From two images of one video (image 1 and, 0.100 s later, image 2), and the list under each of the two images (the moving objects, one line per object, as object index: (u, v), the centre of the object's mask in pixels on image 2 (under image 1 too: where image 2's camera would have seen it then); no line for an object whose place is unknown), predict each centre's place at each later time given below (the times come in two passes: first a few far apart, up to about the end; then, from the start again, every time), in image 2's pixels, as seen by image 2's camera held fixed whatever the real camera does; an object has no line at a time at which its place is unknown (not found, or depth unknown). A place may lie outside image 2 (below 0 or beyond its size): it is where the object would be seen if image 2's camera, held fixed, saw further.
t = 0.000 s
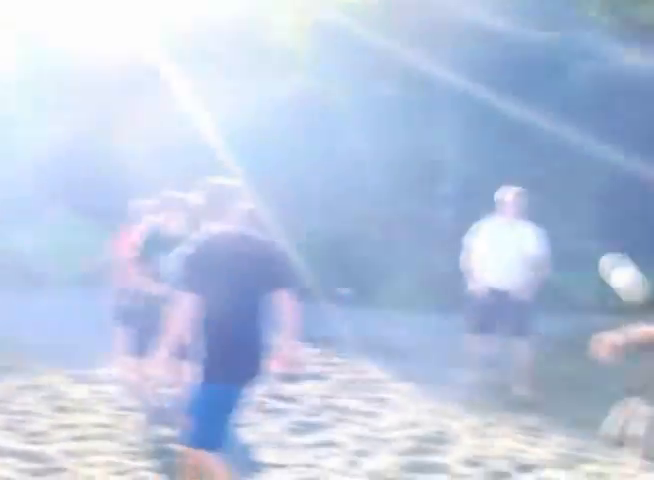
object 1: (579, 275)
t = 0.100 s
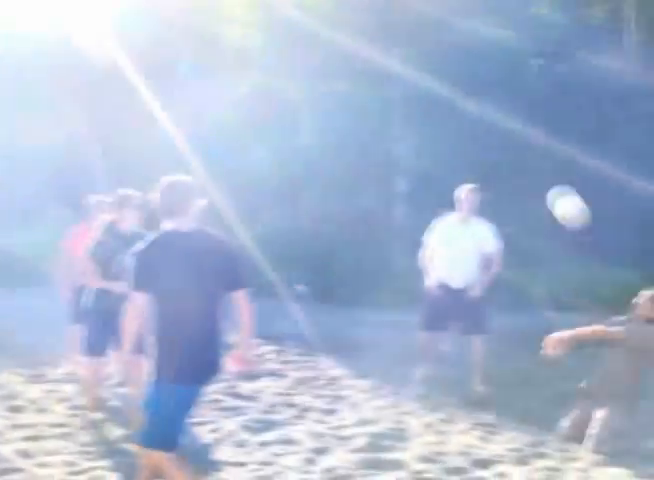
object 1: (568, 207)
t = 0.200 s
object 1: (556, 154)
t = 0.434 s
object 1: (531, 85)
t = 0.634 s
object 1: (510, 87)
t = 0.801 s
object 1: (488, 129)
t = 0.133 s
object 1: (564, 189)
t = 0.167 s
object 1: (560, 170)
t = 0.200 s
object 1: (556, 154)
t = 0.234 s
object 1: (553, 139)
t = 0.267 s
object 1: (550, 126)
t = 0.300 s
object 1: (546, 114)
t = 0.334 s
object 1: (543, 104)
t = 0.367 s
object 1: (539, 96)
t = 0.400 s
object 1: (535, 90)
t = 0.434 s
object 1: (531, 85)
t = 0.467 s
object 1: (527, 81)
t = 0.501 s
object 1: (524, 79)
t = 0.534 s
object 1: (520, 78)
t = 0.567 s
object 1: (517, 80)
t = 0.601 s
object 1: (513, 82)
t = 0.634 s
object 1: (510, 87)
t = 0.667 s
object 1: (505, 93)
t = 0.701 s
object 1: (501, 100)
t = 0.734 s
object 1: (497, 109)
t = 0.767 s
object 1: (493, 118)
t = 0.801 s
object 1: (488, 129)
